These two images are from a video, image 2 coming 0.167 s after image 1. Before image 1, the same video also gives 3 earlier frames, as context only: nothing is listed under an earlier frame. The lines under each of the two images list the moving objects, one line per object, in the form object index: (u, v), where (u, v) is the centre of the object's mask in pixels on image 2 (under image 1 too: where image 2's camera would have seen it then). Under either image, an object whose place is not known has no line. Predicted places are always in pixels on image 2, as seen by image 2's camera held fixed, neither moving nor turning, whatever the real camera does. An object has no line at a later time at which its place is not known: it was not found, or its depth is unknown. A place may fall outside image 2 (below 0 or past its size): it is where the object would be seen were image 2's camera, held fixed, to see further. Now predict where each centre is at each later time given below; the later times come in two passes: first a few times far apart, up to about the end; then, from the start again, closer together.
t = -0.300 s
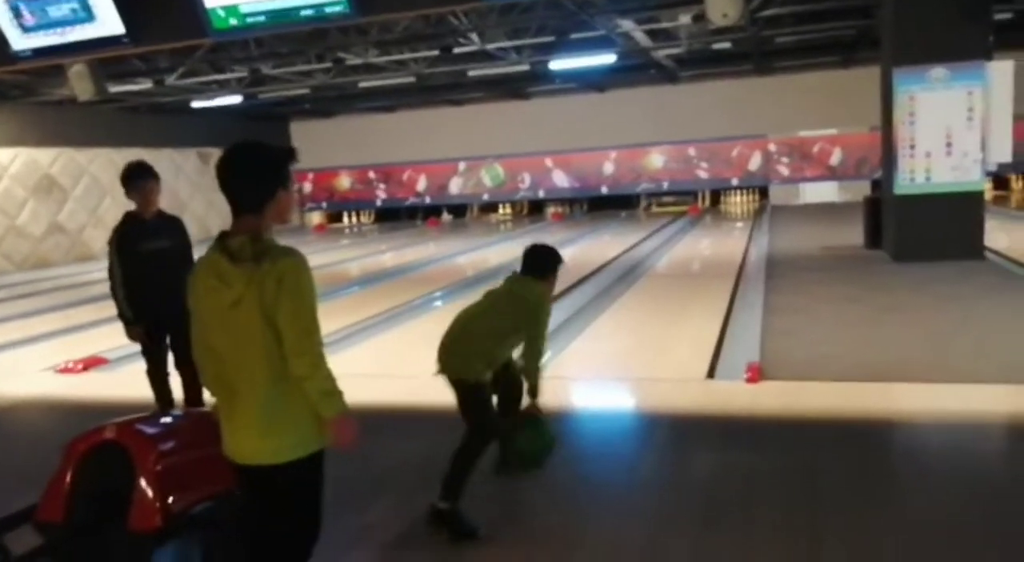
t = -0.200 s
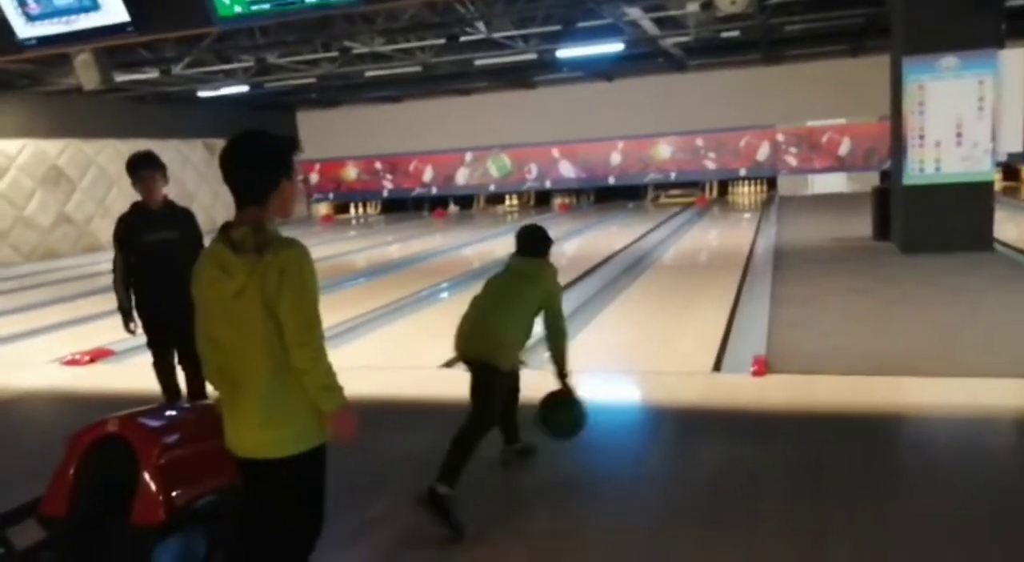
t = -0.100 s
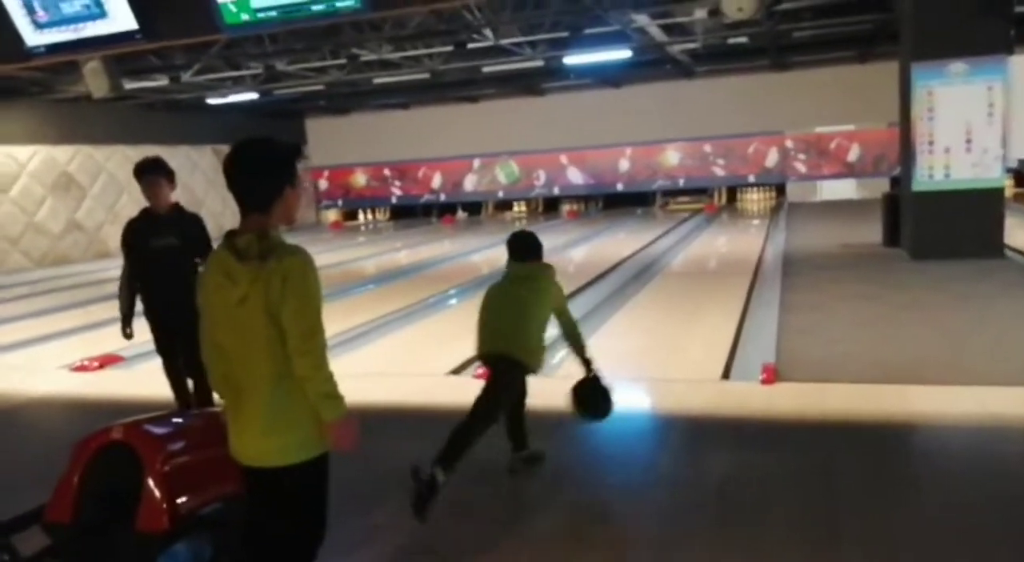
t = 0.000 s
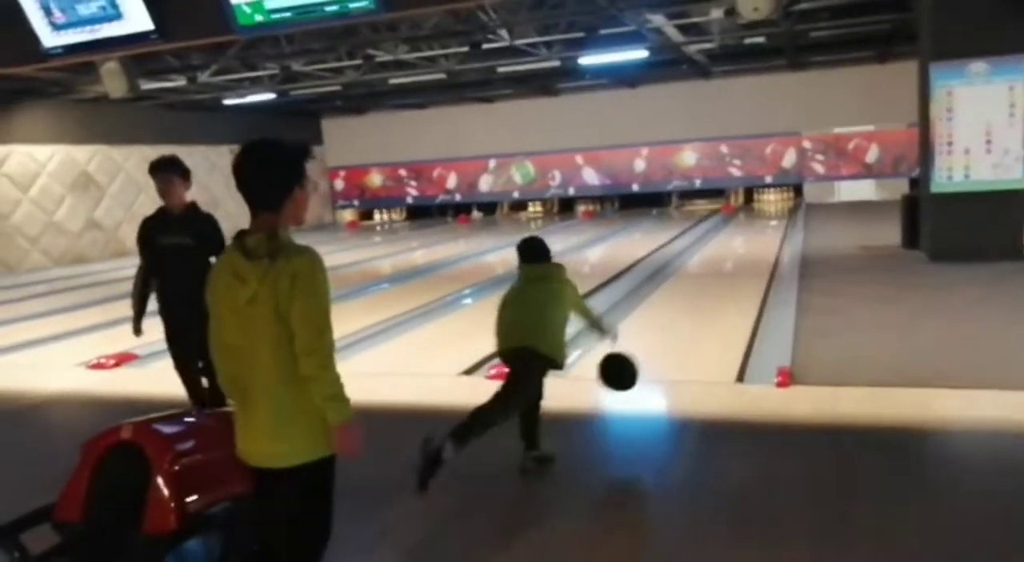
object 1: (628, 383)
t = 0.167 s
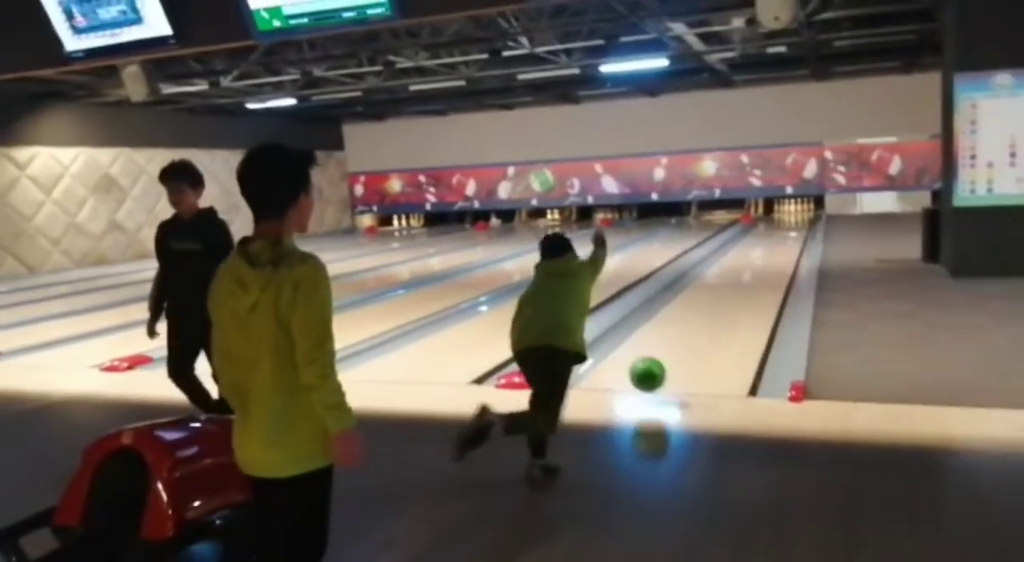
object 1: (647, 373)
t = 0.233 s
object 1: (653, 374)
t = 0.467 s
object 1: (668, 344)
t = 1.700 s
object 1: (703, 272)
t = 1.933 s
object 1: (705, 264)
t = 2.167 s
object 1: (706, 261)
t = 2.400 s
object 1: (706, 259)
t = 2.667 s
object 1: (712, 256)
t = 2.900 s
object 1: (716, 252)
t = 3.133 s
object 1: (721, 249)
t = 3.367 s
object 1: (725, 245)
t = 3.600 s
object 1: (729, 242)
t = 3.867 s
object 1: (732, 239)
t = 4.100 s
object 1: (735, 237)
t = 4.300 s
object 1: (738, 234)
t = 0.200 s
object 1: (651, 377)
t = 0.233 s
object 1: (653, 374)
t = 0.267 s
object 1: (655, 369)
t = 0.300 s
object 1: (658, 364)
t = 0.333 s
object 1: (661, 360)
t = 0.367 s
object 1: (663, 356)
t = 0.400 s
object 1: (665, 351)
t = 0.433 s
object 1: (666, 348)
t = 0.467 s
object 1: (668, 344)
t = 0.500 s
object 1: (670, 341)
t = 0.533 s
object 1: (672, 337)
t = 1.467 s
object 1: (700, 279)
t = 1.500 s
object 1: (700, 278)
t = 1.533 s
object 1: (701, 277)
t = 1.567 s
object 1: (701, 275)
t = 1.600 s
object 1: (701, 274)
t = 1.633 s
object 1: (702, 273)
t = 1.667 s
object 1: (702, 272)
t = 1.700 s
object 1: (703, 272)
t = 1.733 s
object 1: (703, 270)
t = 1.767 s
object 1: (703, 269)
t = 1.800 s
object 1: (704, 268)
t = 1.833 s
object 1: (704, 267)
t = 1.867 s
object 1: (704, 266)
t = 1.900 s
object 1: (705, 266)
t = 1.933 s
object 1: (705, 264)
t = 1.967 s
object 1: (705, 264)
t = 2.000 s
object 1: (705, 263)
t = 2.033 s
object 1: (705, 263)
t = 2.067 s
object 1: (705, 262)
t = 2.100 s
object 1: (705, 262)
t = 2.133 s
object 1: (706, 261)
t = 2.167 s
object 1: (706, 261)
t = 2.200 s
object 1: (705, 262)
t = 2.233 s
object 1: (704, 262)
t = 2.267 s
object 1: (704, 262)
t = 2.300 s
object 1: (705, 261)
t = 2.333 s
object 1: (705, 261)
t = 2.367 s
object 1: (707, 260)
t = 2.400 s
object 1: (706, 259)
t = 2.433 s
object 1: (707, 259)
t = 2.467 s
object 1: (709, 258)
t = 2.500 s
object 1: (709, 258)
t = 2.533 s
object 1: (709, 257)
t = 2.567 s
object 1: (710, 257)
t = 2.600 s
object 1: (710, 256)
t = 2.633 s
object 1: (711, 256)
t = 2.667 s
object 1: (712, 256)
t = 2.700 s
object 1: (713, 255)
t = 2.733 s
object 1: (713, 255)
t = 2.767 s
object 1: (714, 254)
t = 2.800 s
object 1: (715, 254)
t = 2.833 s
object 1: (715, 253)
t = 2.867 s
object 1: (716, 252)
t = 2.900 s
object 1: (716, 252)
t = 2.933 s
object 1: (717, 251)
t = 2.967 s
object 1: (717, 251)
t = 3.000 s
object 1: (718, 250)
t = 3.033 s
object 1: (719, 249)
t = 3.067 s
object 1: (720, 249)
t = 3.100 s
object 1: (720, 249)
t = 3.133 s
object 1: (721, 249)
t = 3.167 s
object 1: (721, 248)
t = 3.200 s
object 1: (722, 247)
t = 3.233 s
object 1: (722, 247)
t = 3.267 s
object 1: (723, 246)
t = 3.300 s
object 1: (724, 246)
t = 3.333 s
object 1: (725, 245)
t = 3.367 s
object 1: (725, 245)
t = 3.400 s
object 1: (726, 245)
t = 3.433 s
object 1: (726, 244)
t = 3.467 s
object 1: (727, 244)
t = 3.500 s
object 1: (728, 243)
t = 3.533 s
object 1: (728, 242)
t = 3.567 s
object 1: (728, 242)
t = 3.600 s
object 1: (729, 242)
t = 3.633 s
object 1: (730, 242)
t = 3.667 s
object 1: (730, 242)
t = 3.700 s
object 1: (730, 241)
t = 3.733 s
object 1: (731, 241)
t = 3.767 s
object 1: (732, 240)
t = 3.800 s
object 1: (731, 240)
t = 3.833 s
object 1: (732, 240)
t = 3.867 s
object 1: (732, 239)
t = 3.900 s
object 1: (732, 239)
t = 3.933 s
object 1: (733, 239)
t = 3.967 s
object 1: (734, 239)
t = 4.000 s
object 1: (734, 238)
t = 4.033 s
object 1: (735, 237)
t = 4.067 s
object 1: (735, 237)
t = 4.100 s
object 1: (735, 237)
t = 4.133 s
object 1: (736, 236)
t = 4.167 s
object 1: (737, 236)
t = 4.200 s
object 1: (737, 236)
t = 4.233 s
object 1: (738, 234)
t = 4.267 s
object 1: (738, 235)
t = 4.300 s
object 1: (738, 234)
